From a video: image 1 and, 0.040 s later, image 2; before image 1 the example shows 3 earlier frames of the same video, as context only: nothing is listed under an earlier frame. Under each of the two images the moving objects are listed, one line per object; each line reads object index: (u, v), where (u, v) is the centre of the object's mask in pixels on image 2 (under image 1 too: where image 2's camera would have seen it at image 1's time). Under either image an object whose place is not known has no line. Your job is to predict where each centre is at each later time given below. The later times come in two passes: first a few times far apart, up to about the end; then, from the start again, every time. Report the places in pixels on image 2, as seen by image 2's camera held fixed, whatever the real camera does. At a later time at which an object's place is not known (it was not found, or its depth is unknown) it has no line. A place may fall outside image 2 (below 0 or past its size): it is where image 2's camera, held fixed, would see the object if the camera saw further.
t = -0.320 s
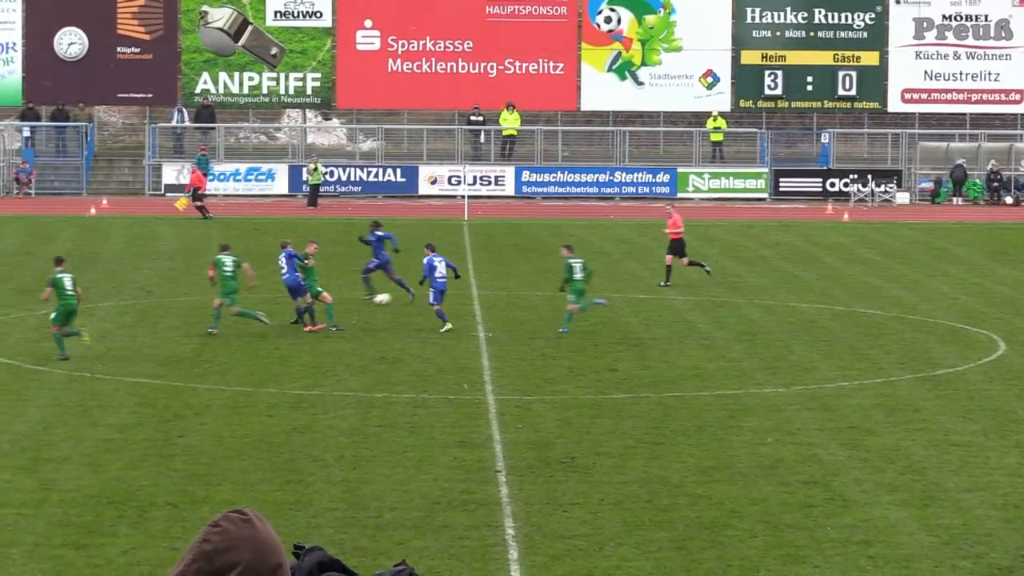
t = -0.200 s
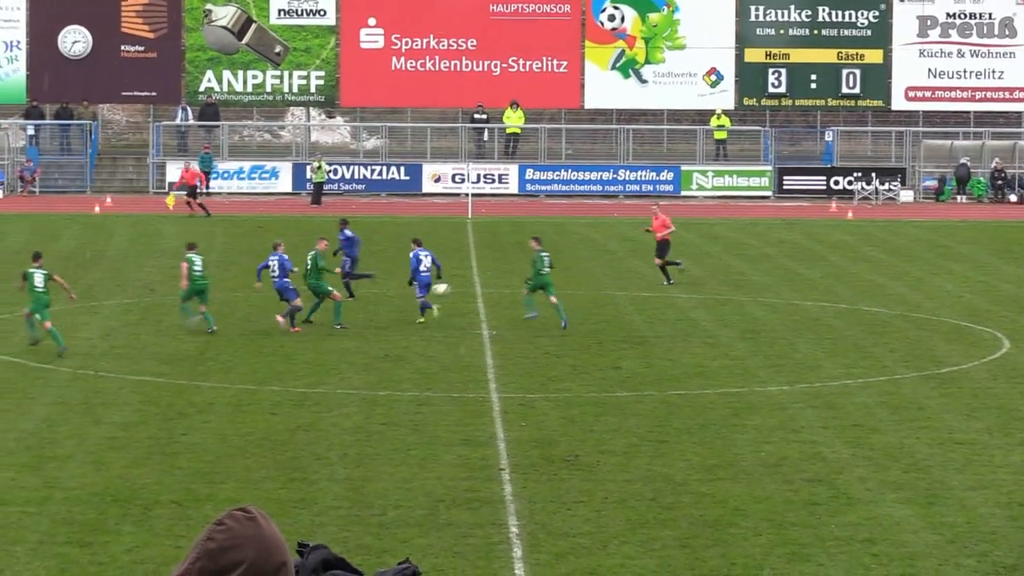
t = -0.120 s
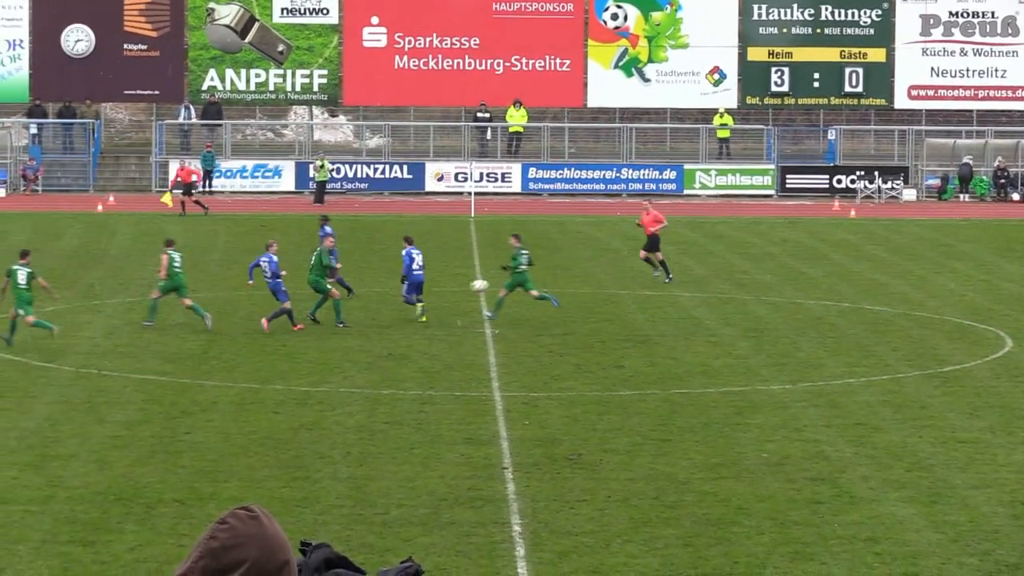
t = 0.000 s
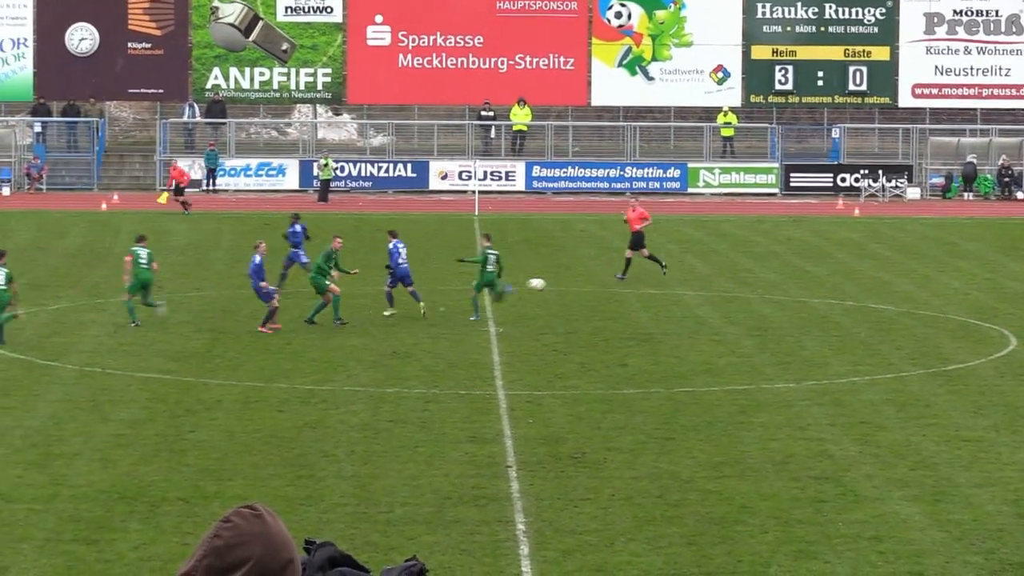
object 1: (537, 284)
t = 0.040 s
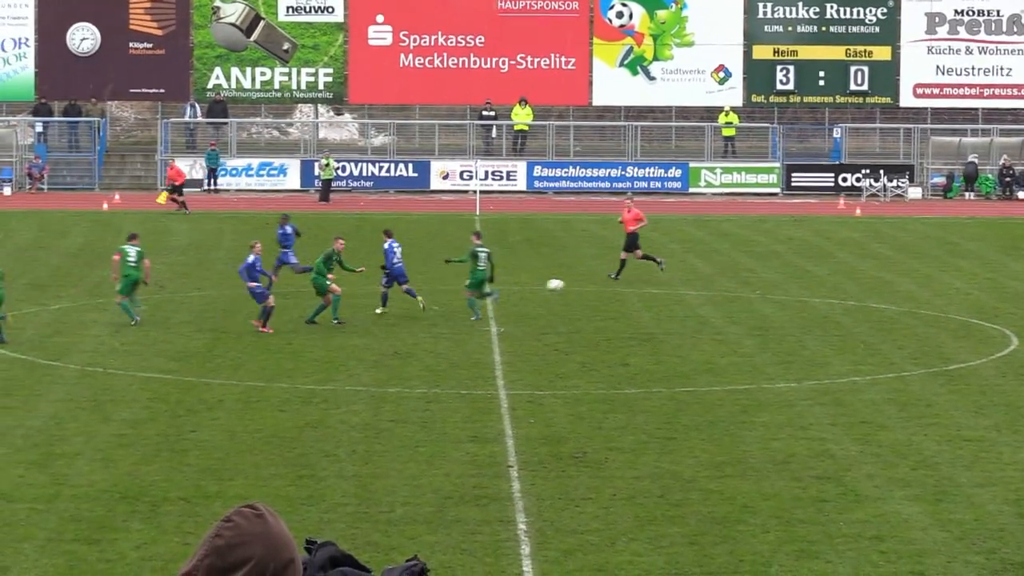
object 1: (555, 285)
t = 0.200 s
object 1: (624, 296)
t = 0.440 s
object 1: (729, 331)
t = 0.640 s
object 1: (814, 373)
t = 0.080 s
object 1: (572, 287)
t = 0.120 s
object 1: (590, 289)
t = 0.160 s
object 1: (608, 292)
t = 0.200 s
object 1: (624, 296)
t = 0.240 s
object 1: (642, 300)
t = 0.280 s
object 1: (660, 305)
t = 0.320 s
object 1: (677, 311)
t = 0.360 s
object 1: (694, 317)
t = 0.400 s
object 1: (711, 324)
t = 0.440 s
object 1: (729, 331)
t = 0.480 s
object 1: (746, 340)
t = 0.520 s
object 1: (763, 350)
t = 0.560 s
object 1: (780, 360)
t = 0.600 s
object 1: (798, 371)
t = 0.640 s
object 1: (814, 373)
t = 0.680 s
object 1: (827, 368)
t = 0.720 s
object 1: (841, 364)
